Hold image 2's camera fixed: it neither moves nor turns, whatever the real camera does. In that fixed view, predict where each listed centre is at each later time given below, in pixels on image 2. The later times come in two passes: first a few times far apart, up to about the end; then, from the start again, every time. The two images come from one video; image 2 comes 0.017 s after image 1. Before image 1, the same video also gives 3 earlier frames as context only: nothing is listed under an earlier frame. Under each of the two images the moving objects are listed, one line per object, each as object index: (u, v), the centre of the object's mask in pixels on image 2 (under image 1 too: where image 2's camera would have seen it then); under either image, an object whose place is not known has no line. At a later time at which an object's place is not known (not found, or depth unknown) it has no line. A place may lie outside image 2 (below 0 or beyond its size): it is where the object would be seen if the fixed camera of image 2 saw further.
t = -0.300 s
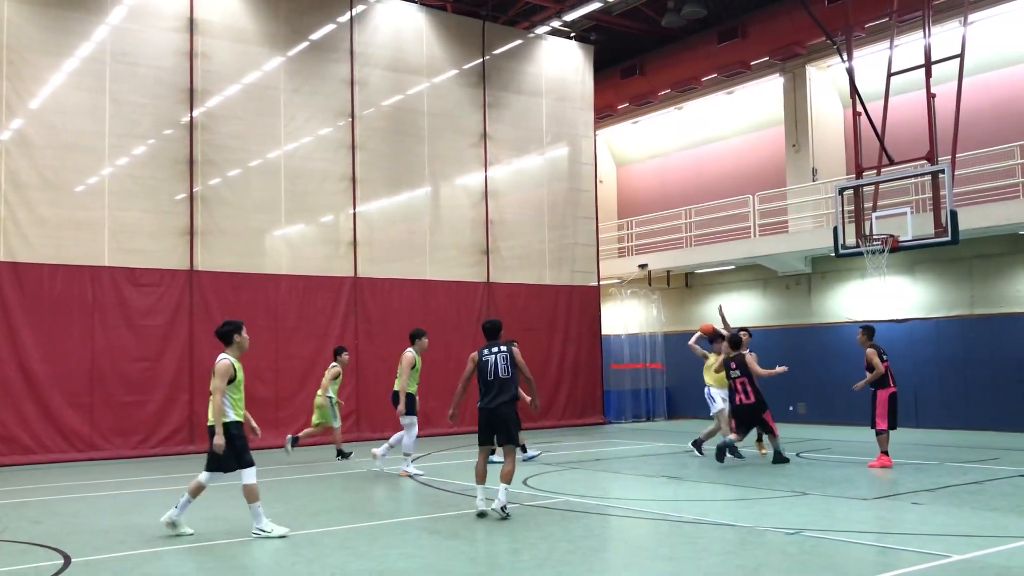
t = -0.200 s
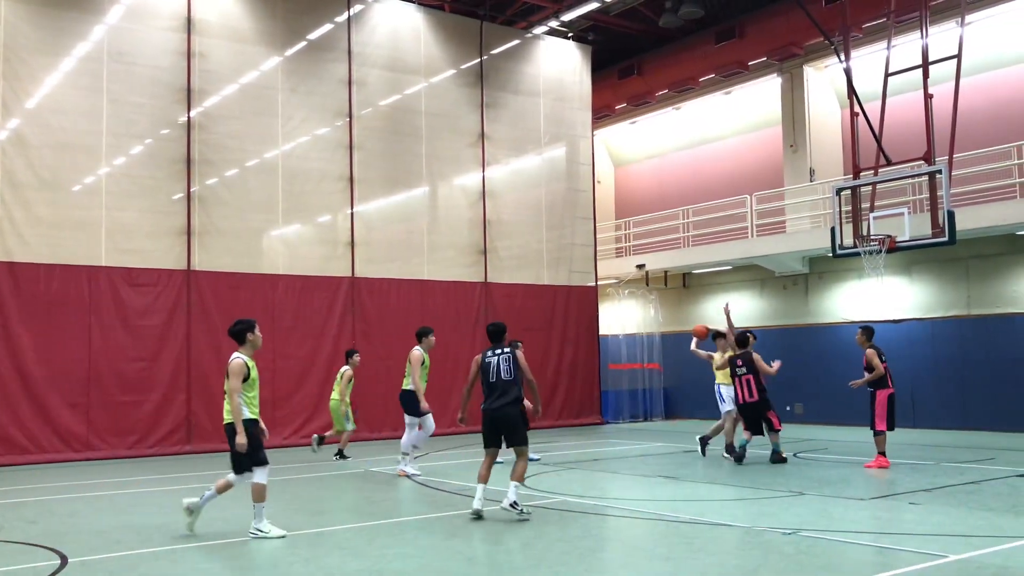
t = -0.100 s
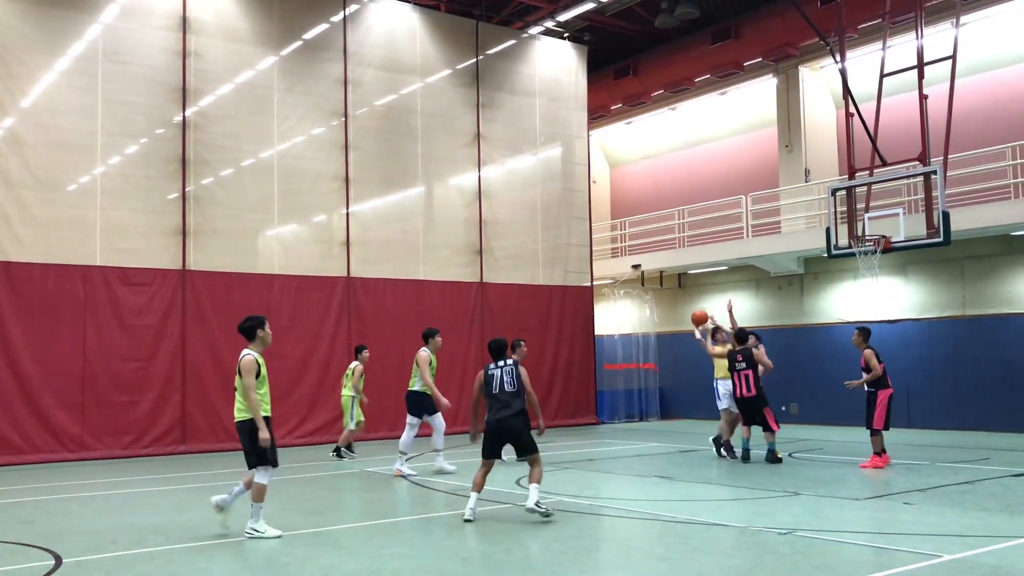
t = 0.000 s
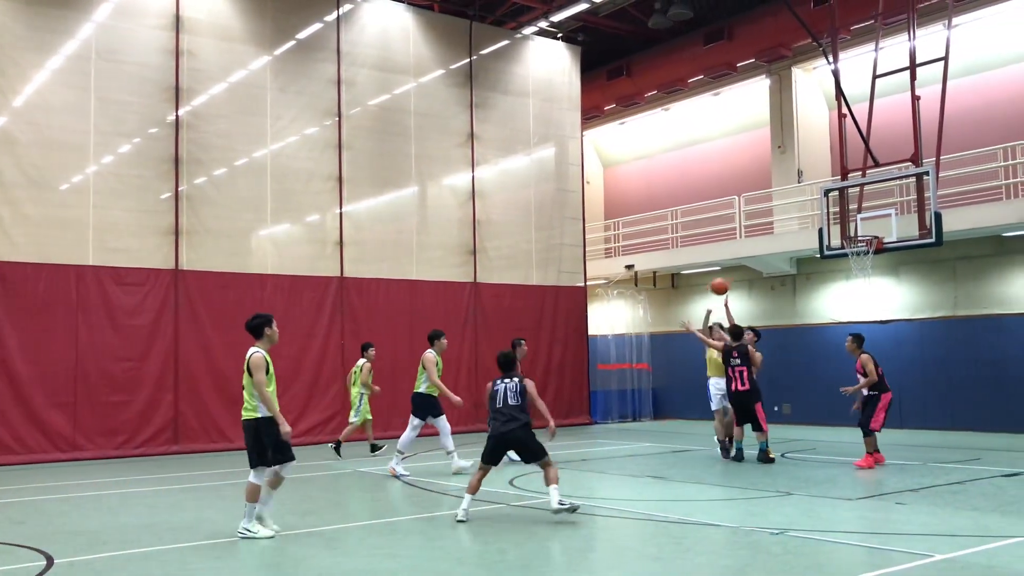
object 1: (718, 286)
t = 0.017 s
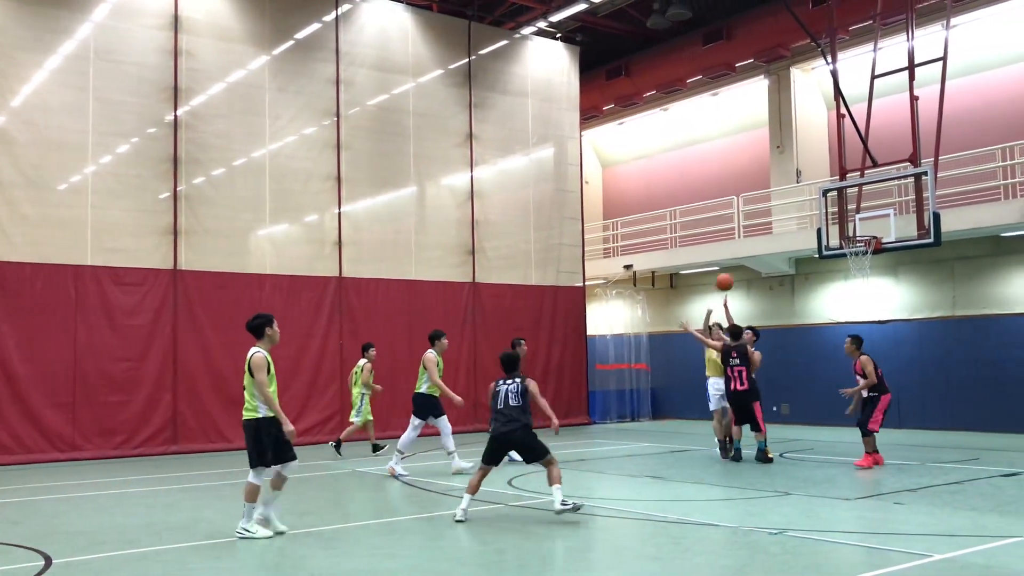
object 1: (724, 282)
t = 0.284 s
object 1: (837, 228)
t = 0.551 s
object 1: (1016, 215)
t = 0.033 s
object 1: (730, 277)
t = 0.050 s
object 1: (736, 274)
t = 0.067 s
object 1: (742, 270)
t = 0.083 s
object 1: (749, 266)
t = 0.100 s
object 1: (756, 262)
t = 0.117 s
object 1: (762, 259)
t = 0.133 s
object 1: (768, 255)
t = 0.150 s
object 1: (775, 252)
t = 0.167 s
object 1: (782, 248)
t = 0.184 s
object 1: (789, 246)
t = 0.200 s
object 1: (797, 242)
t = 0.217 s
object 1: (804, 239)
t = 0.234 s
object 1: (812, 236)
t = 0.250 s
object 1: (820, 234)
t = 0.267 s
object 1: (828, 230)
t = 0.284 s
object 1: (837, 228)
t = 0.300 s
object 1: (846, 226)
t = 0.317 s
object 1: (854, 224)
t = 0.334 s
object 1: (863, 222)
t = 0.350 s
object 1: (873, 220)
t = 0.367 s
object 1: (883, 219)
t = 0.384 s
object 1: (893, 218)
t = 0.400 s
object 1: (903, 216)
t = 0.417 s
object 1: (913, 215)
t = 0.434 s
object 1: (926, 215)
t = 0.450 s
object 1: (937, 213)
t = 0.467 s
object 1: (949, 213)
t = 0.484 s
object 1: (961, 213)
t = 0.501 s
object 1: (974, 213)
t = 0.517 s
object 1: (988, 213)
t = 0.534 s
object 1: (1001, 215)
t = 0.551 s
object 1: (1016, 215)
